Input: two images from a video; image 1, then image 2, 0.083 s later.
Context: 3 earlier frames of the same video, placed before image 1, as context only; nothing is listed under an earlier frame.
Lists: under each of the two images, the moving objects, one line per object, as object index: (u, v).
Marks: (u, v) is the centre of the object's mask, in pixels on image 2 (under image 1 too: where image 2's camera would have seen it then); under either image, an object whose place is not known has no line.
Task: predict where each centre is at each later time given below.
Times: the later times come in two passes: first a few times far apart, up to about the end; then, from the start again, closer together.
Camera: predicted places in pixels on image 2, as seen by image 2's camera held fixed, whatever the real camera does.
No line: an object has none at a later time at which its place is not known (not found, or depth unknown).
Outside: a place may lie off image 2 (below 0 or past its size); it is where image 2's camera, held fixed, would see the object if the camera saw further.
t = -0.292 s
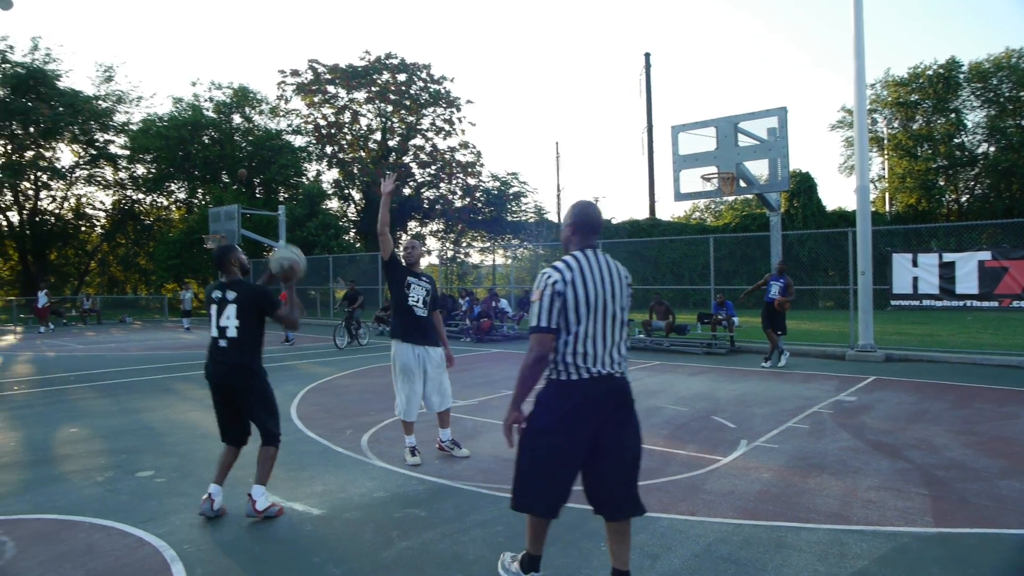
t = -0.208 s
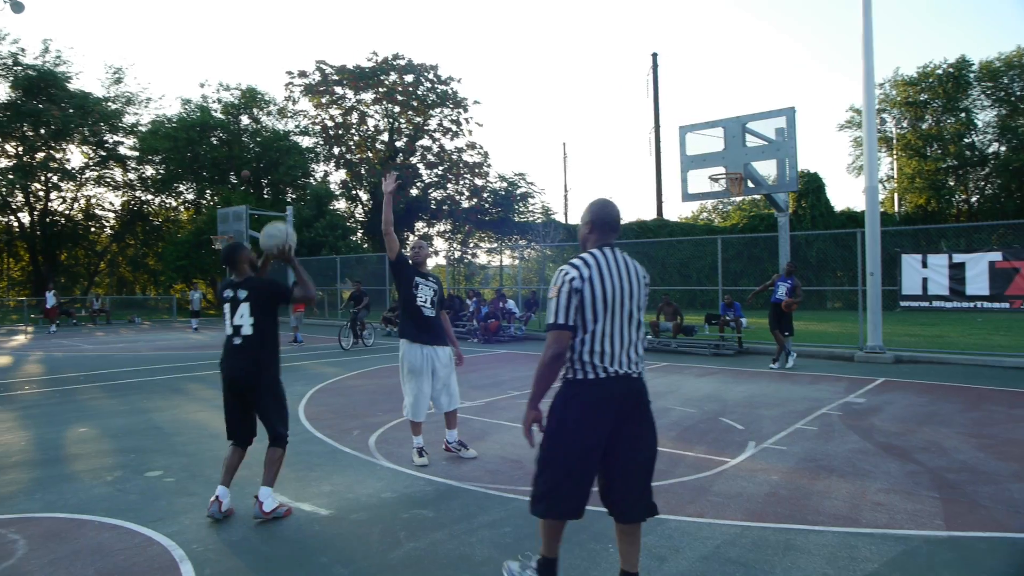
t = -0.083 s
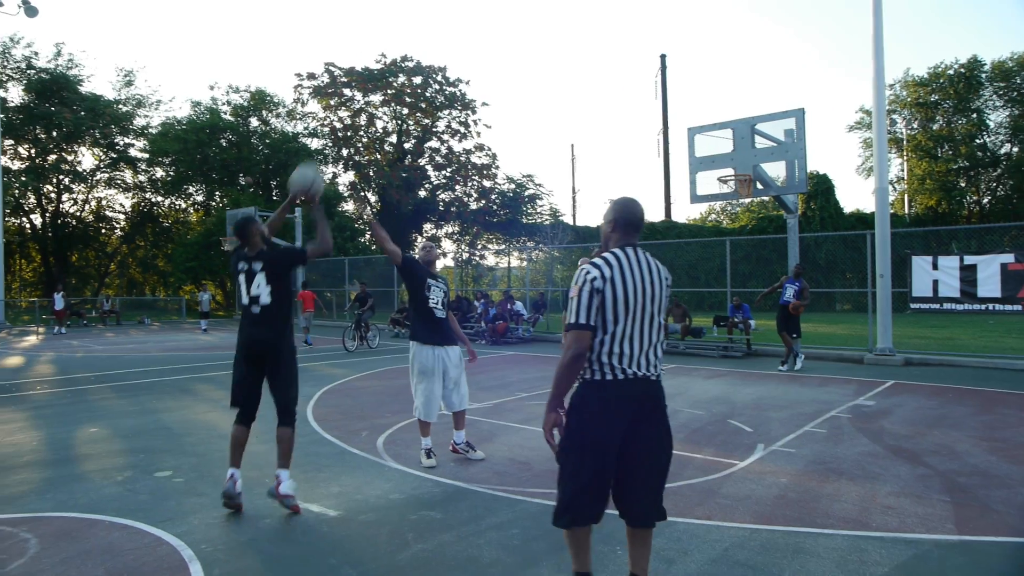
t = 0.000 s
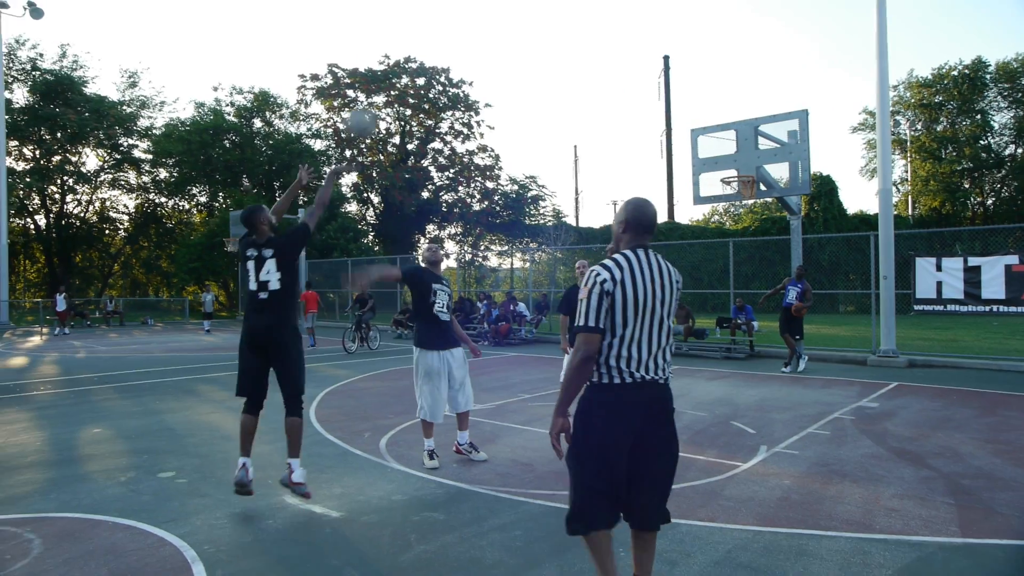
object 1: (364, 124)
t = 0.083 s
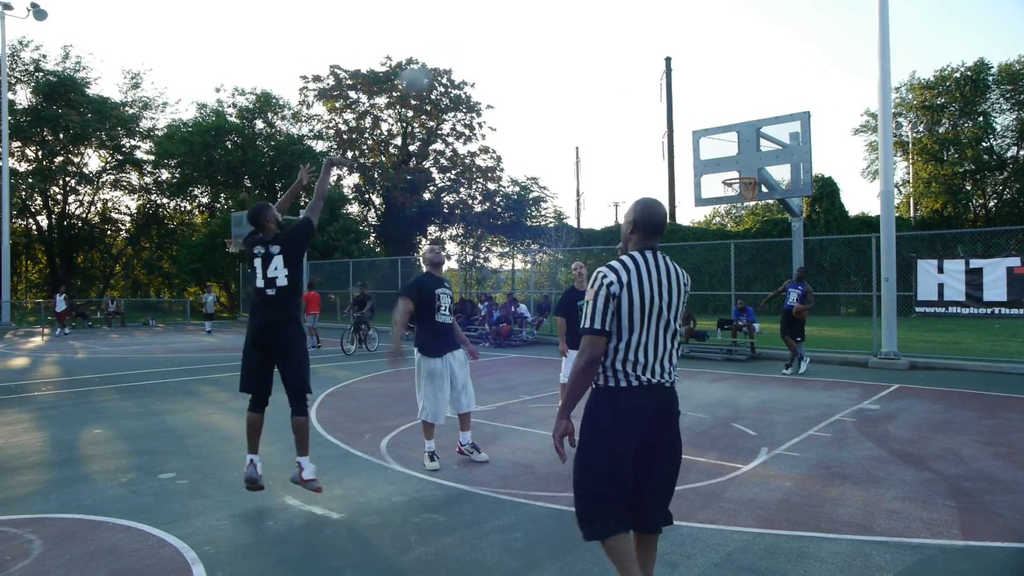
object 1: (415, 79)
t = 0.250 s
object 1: (500, 33)
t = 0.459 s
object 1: (582, 22)
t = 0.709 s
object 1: (654, 57)
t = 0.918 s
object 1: (701, 112)
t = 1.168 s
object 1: (744, 190)
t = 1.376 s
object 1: (764, 190)
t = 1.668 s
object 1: (791, 238)
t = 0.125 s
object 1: (439, 65)
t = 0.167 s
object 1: (461, 52)
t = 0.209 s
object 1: (482, 41)
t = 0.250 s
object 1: (500, 33)
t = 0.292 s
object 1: (519, 27)
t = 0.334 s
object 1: (536, 23)
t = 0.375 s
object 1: (552, 21)
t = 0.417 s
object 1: (567, 21)
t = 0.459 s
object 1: (582, 22)
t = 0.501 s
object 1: (595, 25)
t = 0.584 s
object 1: (620, 34)
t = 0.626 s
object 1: (632, 41)
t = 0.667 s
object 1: (643, 48)
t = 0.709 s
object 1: (654, 57)
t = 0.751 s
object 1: (665, 66)
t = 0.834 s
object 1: (683, 87)
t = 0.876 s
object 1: (693, 99)
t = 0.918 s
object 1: (701, 112)
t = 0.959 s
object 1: (709, 126)
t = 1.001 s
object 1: (717, 140)
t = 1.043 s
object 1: (724, 154)
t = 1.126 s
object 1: (736, 188)
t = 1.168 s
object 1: (744, 190)
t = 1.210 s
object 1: (749, 191)
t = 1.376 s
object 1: (764, 190)
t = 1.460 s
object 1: (771, 196)
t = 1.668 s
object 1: (791, 238)
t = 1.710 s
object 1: (796, 251)
